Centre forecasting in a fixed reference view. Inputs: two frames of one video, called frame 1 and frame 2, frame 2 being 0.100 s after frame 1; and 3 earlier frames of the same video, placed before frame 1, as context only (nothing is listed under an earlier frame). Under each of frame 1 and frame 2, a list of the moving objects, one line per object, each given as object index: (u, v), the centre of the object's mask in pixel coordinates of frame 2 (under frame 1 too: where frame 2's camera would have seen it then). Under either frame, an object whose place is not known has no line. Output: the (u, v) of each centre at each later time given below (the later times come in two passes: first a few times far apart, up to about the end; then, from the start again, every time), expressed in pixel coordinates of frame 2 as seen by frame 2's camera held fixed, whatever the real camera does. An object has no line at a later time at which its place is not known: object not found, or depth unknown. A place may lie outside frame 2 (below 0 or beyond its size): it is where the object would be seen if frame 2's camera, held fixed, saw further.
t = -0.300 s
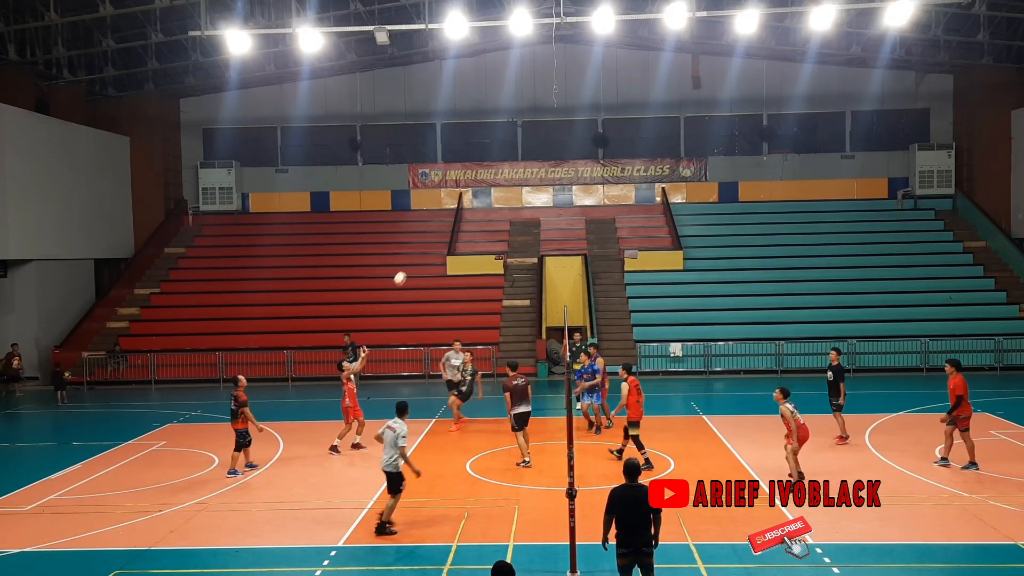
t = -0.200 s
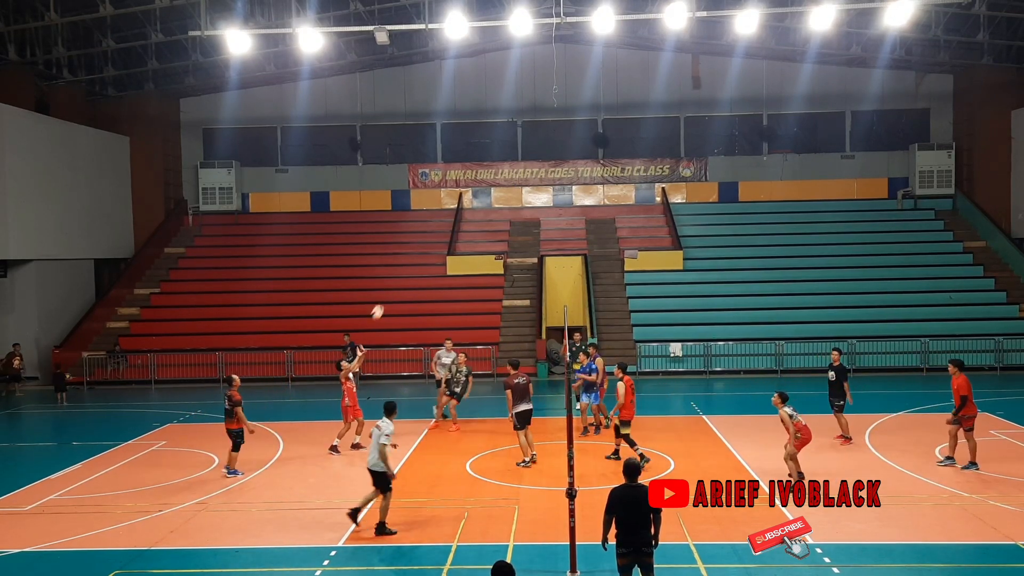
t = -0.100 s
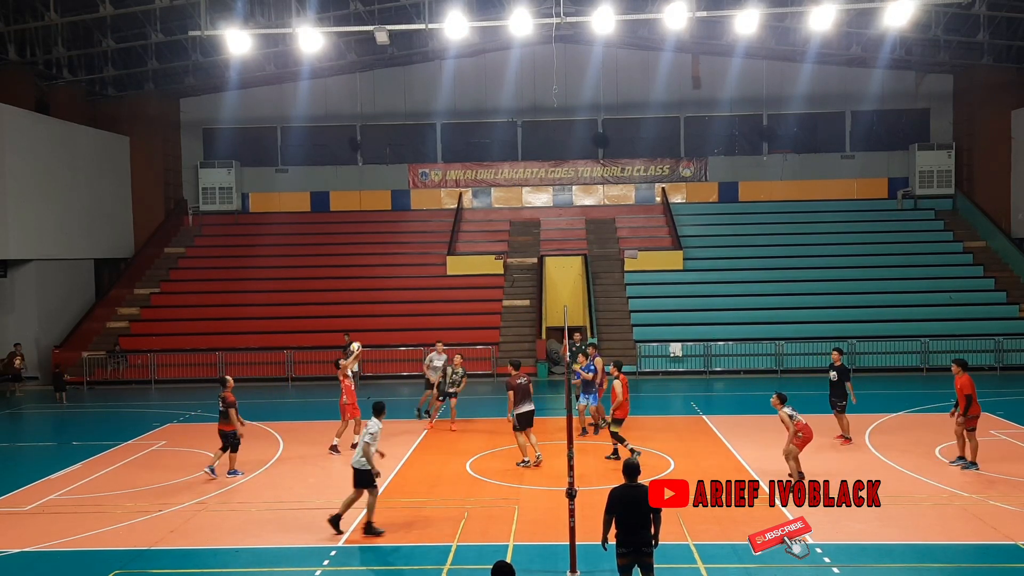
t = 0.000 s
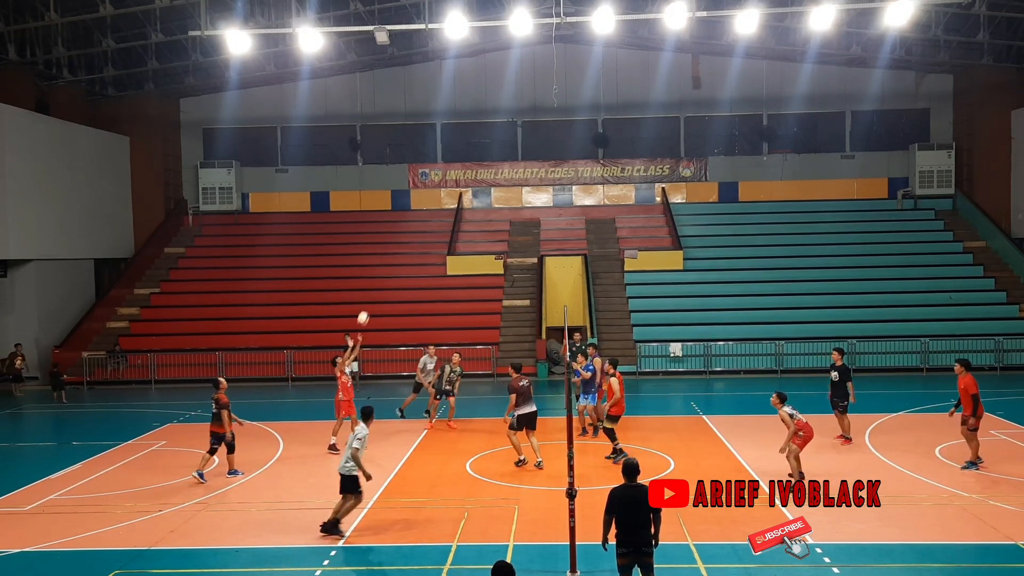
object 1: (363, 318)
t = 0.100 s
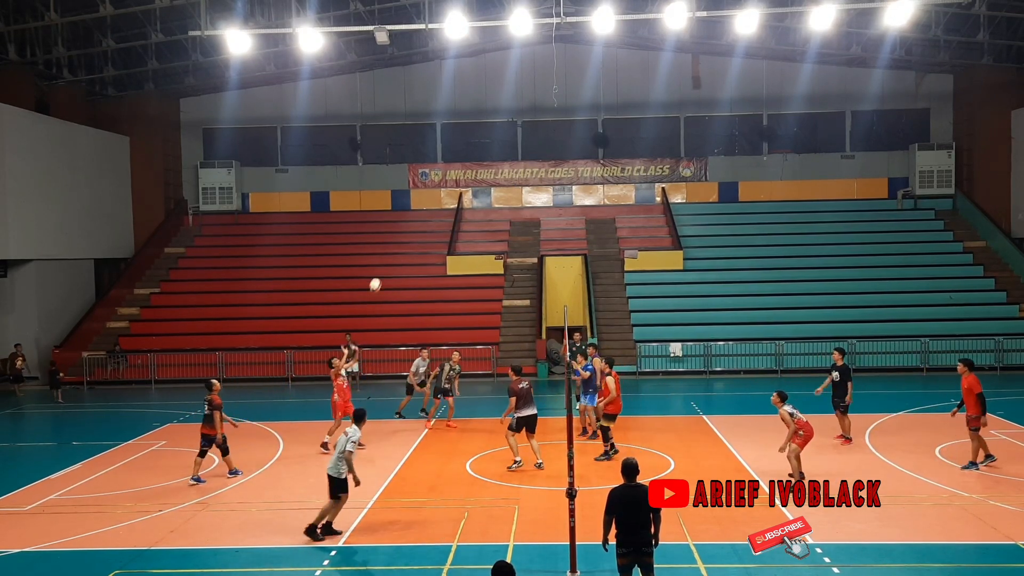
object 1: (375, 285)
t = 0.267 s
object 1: (395, 241)
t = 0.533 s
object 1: (428, 202)
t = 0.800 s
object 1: (462, 200)
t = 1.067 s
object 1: (497, 237)
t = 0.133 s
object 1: (379, 275)
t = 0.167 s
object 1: (383, 266)
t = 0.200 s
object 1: (387, 257)
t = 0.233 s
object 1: (391, 249)
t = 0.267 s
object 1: (395, 241)
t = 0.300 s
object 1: (399, 234)
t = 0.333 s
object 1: (403, 228)
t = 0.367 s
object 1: (407, 222)
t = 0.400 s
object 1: (411, 217)
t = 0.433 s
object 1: (416, 212)
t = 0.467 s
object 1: (420, 208)
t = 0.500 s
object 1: (424, 204)
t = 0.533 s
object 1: (428, 202)
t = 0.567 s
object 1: (432, 199)
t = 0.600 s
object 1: (436, 198)
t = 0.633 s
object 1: (441, 196)
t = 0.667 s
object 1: (445, 196)
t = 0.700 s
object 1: (449, 196)
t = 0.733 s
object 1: (453, 196)
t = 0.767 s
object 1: (458, 198)
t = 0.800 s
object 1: (462, 200)
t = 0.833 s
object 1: (466, 202)
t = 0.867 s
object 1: (470, 206)
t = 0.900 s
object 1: (475, 209)
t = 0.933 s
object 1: (479, 214)
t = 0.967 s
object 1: (484, 219)
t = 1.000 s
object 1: (488, 224)
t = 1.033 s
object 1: (492, 230)
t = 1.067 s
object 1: (497, 237)
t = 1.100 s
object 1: (501, 244)
